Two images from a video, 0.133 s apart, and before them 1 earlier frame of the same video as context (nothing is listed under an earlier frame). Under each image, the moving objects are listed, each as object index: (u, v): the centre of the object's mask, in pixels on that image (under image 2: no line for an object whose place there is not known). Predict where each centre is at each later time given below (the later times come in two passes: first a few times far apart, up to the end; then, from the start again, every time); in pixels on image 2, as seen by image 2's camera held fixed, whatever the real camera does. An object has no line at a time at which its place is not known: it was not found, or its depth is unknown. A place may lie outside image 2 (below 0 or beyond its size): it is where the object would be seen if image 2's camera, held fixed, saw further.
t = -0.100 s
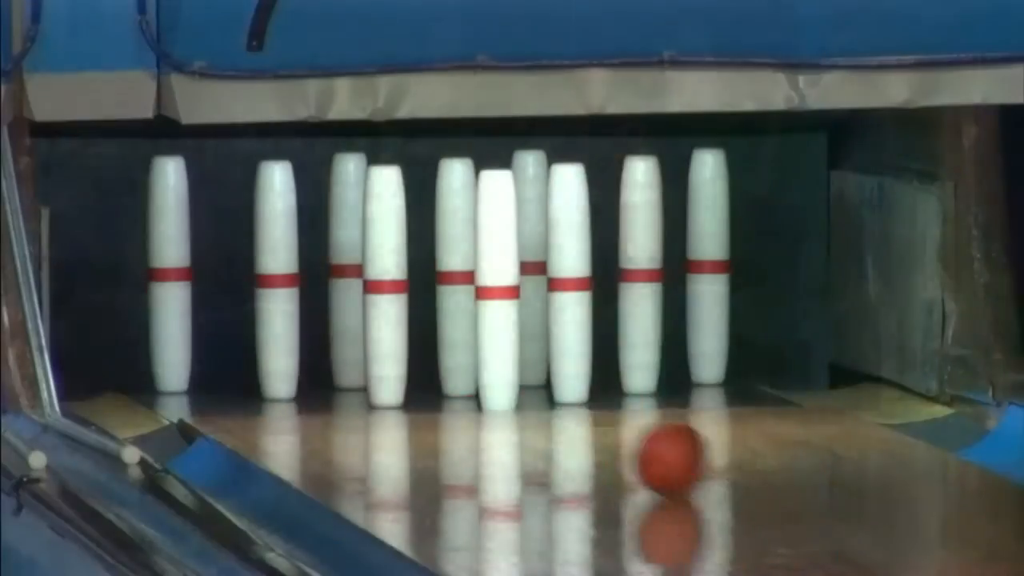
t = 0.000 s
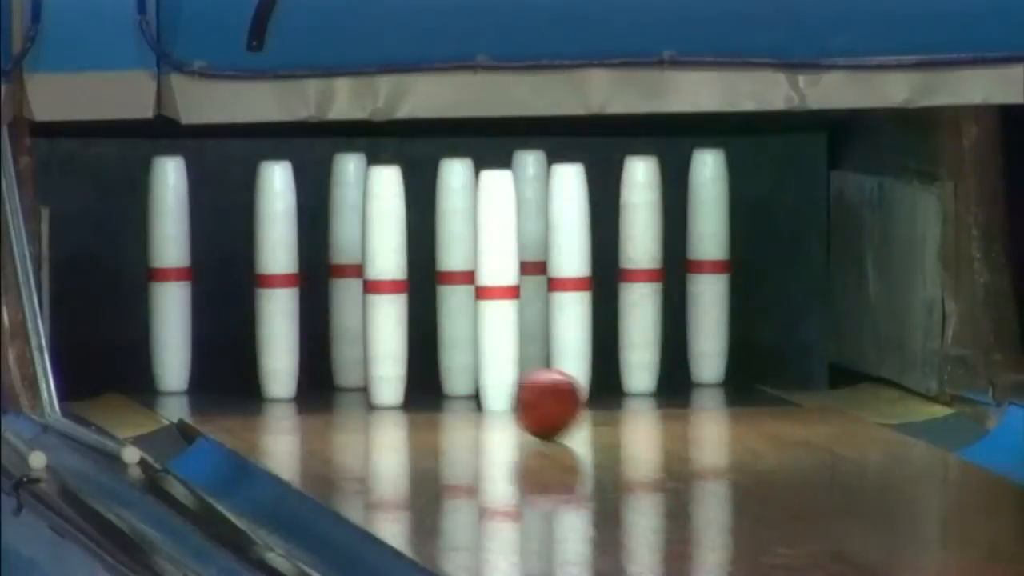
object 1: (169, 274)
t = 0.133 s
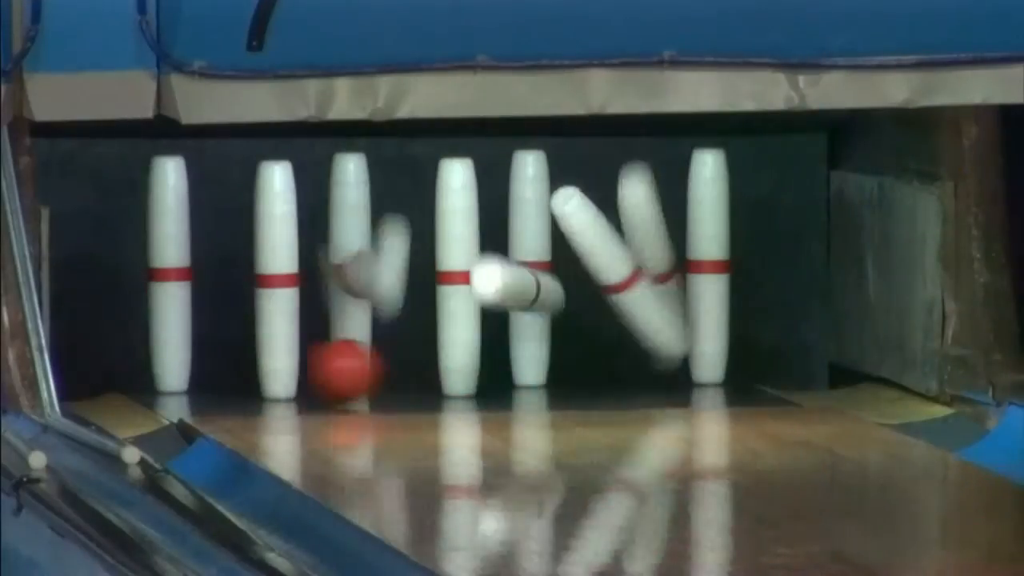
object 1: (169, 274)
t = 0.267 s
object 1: (171, 266)
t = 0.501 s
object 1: (169, 274)
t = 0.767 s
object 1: (169, 274)
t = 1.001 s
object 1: (169, 274)
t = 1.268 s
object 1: (169, 274)
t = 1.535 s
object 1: (165, 273)
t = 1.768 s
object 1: (149, 284)
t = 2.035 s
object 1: (150, 364)
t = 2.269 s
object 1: (147, 374)
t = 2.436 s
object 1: (136, 375)
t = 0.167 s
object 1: (169, 274)
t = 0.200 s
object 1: (169, 273)
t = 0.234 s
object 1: (168, 260)
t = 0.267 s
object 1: (171, 266)
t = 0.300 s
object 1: (170, 274)
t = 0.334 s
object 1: (170, 274)
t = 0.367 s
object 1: (170, 274)
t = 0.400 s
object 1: (170, 274)
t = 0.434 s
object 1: (170, 274)
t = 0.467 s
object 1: (169, 274)
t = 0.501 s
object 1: (169, 274)
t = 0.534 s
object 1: (169, 274)
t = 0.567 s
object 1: (169, 273)
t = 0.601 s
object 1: (169, 273)
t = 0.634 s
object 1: (170, 274)
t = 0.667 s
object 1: (170, 273)
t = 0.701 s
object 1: (170, 274)
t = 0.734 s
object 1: (169, 274)
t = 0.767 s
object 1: (169, 274)
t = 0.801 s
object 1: (169, 274)
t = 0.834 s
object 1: (169, 274)
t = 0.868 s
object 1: (169, 274)
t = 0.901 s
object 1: (169, 274)
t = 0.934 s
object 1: (169, 274)
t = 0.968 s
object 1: (169, 274)
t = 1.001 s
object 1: (169, 274)
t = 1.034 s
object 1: (169, 274)
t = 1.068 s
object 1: (169, 274)
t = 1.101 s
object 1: (169, 274)
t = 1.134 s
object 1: (170, 274)
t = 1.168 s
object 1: (169, 274)
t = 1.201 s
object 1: (170, 274)
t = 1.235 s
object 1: (169, 274)
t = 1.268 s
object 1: (169, 274)
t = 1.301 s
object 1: (169, 274)
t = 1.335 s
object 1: (169, 274)
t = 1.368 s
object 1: (169, 274)
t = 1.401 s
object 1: (169, 274)
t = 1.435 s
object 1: (169, 274)
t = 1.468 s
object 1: (169, 274)
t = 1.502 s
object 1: (169, 274)
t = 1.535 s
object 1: (165, 273)
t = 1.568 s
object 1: (161, 273)
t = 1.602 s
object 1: (158, 274)
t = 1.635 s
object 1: (155, 274)
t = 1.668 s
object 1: (153, 275)
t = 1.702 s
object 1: (151, 277)
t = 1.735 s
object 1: (150, 279)
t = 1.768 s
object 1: (149, 284)
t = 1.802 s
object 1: (148, 295)
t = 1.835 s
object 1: (148, 305)
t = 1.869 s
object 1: (152, 320)
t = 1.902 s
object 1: (159, 342)
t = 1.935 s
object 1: (151, 353)
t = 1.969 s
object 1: (146, 352)
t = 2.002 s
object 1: (146, 355)
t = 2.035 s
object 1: (150, 364)
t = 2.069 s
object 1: (150, 370)
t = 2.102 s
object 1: (150, 370)
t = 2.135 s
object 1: (150, 371)
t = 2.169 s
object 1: (151, 374)
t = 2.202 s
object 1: (151, 373)
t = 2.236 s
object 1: (150, 373)
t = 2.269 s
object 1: (147, 374)
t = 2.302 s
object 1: (145, 374)
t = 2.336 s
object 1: (143, 374)
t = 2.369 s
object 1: (142, 375)
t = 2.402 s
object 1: (140, 375)
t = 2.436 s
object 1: (136, 375)
